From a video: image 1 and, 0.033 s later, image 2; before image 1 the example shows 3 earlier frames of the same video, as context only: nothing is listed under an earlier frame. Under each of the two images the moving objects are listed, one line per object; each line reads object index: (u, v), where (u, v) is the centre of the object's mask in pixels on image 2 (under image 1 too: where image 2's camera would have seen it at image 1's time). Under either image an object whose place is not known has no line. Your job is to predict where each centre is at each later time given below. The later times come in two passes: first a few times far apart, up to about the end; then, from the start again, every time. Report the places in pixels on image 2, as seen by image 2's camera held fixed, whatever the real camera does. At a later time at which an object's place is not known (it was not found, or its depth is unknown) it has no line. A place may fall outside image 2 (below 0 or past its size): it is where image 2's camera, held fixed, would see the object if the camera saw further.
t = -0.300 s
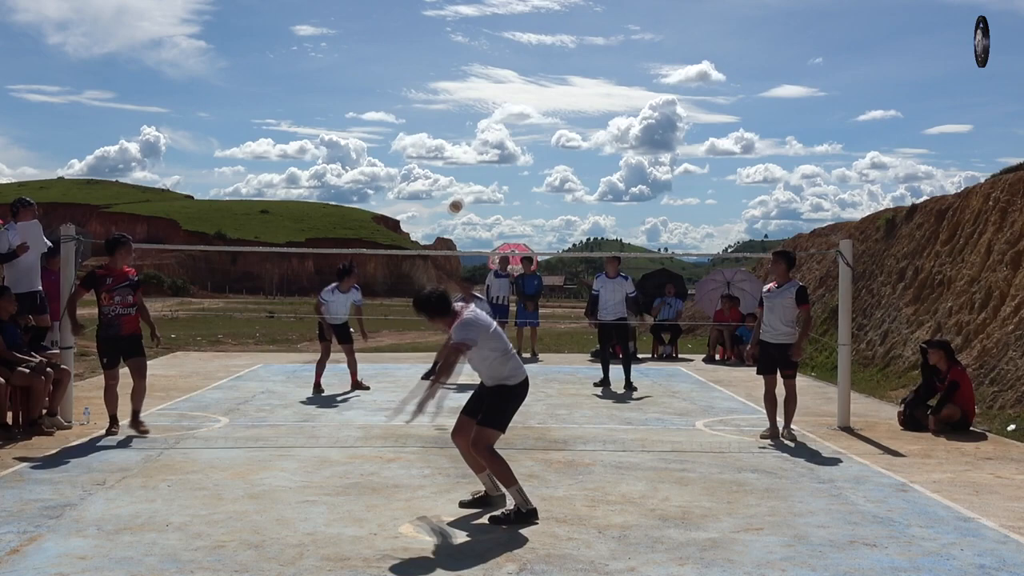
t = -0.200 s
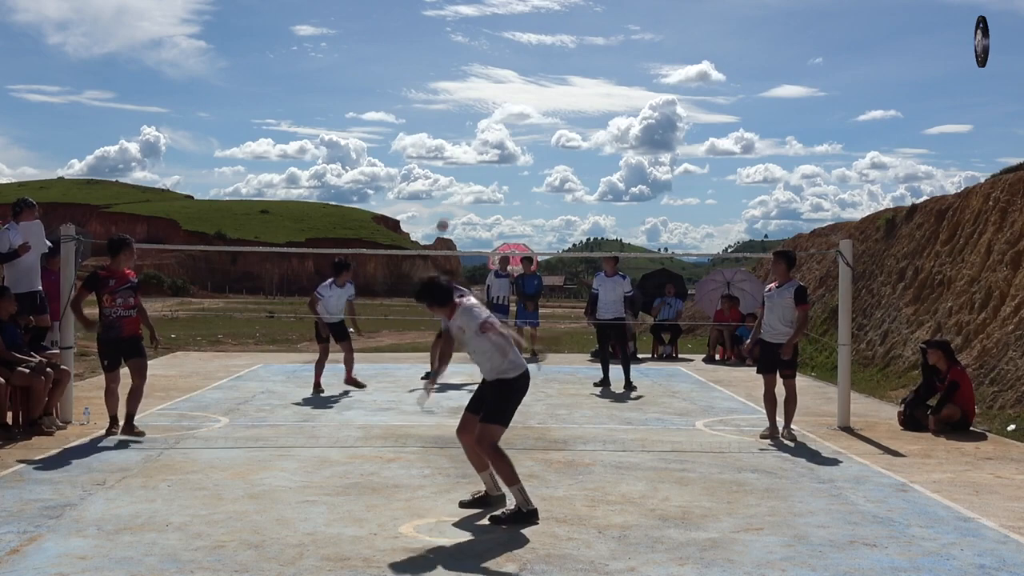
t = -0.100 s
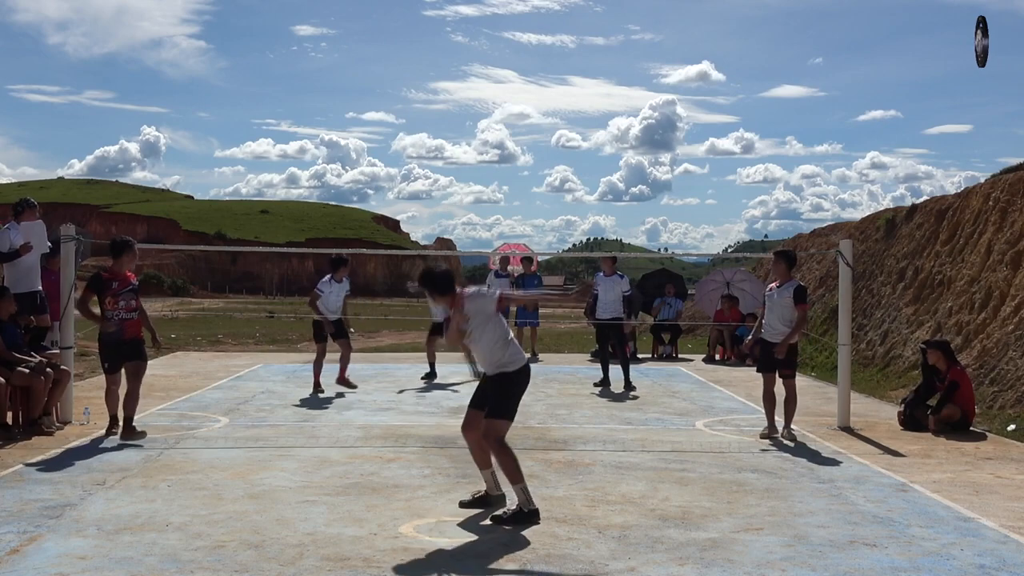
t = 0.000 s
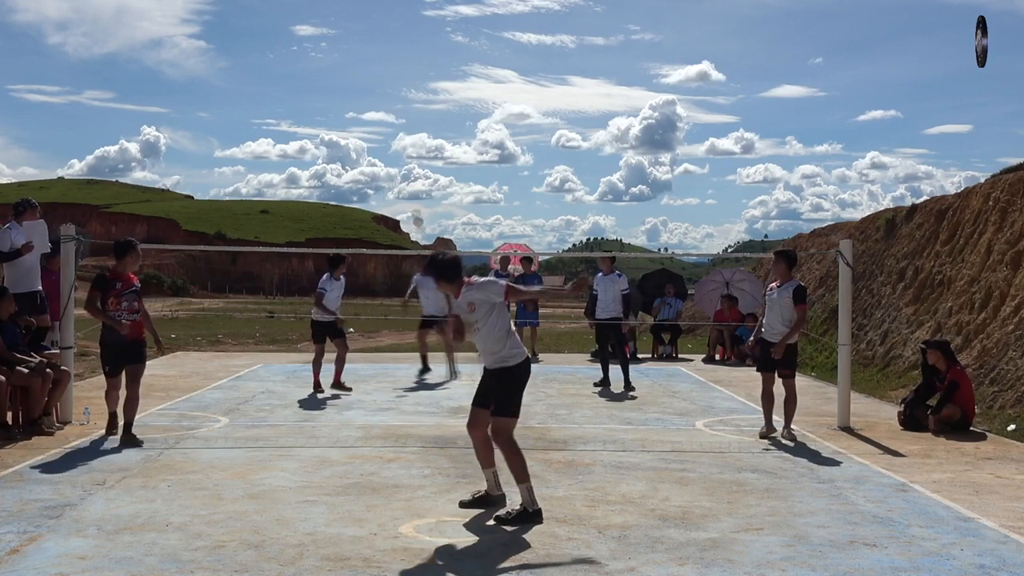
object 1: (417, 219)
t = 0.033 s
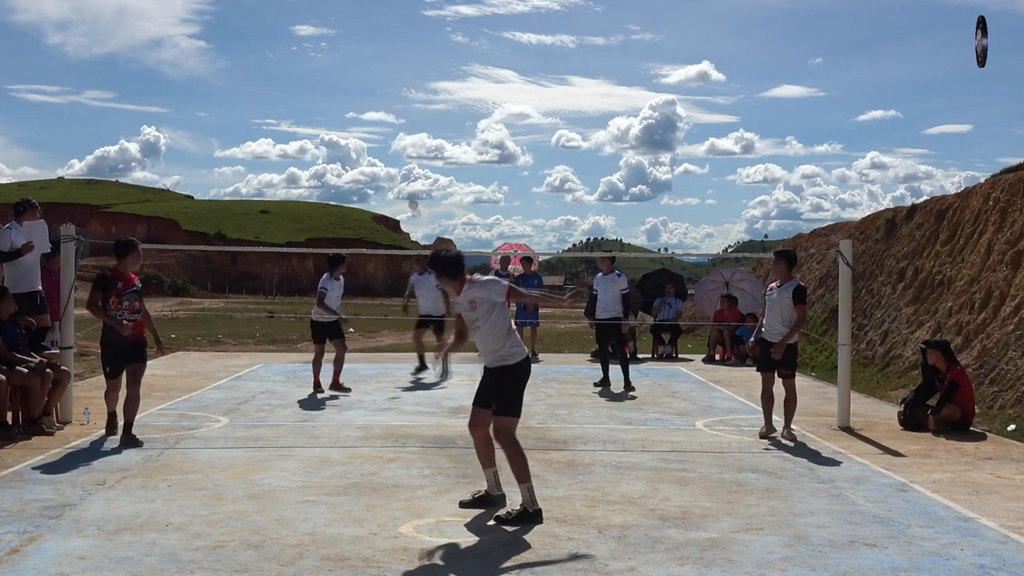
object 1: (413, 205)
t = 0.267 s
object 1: (379, 115)
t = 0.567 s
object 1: (335, 65)
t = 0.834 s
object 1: (297, 79)
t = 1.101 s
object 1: (260, 145)
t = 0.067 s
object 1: (408, 190)
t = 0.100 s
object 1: (403, 173)
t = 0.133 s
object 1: (398, 161)
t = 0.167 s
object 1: (393, 147)
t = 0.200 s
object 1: (388, 136)
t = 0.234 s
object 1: (384, 126)
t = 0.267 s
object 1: (379, 115)
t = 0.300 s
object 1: (373, 105)
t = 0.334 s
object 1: (369, 97)
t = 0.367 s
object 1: (364, 90)
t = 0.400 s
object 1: (359, 84)
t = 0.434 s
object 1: (354, 78)
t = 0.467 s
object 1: (350, 74)
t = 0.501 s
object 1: (345, 70)
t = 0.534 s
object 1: (340, 67)
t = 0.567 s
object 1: (335, 65)
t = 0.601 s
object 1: (330, 64)
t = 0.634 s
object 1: (326, 63)
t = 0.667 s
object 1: (321, 64)
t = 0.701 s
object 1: (316, 65)
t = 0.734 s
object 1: (312, 67)
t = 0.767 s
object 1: (306, 70)
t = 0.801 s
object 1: (302, 75)
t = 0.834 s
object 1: (297, 79)
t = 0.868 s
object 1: (293, 84)
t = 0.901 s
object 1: (288, 91)
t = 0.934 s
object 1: (283, 98)
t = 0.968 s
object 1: (279, 106)
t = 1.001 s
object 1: (274, 114)
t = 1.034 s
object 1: (269, 124)
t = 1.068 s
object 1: (265, 134)
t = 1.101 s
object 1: (260, 145)
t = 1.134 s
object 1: (255, 159)
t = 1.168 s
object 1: (251, 171)
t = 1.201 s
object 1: (246, 183)
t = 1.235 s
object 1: (242, 193)
